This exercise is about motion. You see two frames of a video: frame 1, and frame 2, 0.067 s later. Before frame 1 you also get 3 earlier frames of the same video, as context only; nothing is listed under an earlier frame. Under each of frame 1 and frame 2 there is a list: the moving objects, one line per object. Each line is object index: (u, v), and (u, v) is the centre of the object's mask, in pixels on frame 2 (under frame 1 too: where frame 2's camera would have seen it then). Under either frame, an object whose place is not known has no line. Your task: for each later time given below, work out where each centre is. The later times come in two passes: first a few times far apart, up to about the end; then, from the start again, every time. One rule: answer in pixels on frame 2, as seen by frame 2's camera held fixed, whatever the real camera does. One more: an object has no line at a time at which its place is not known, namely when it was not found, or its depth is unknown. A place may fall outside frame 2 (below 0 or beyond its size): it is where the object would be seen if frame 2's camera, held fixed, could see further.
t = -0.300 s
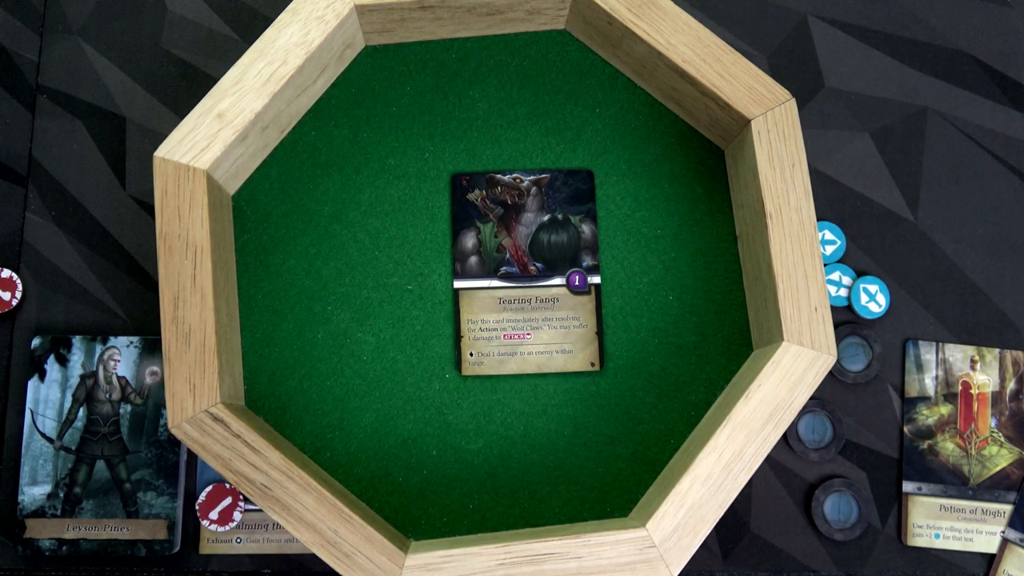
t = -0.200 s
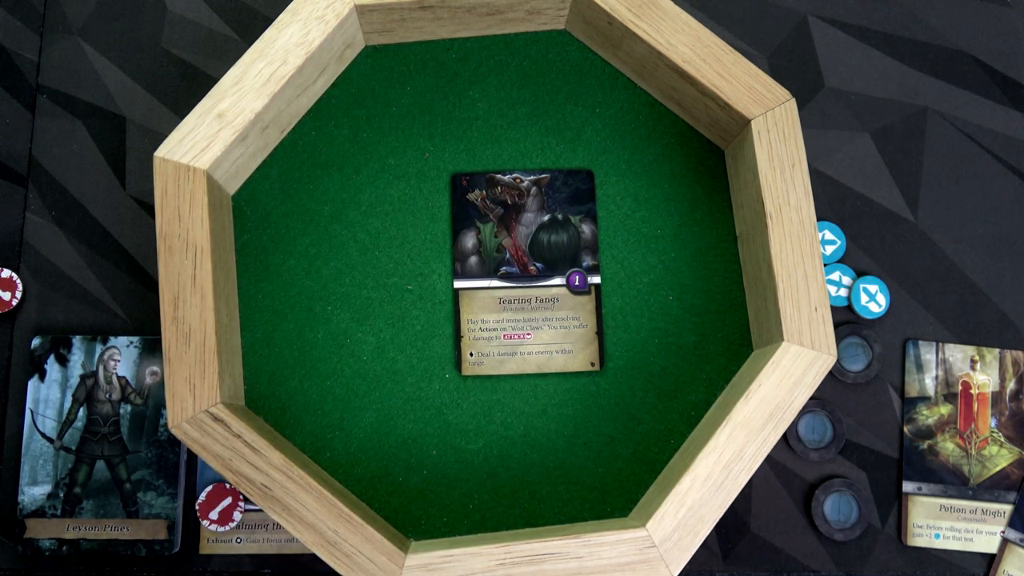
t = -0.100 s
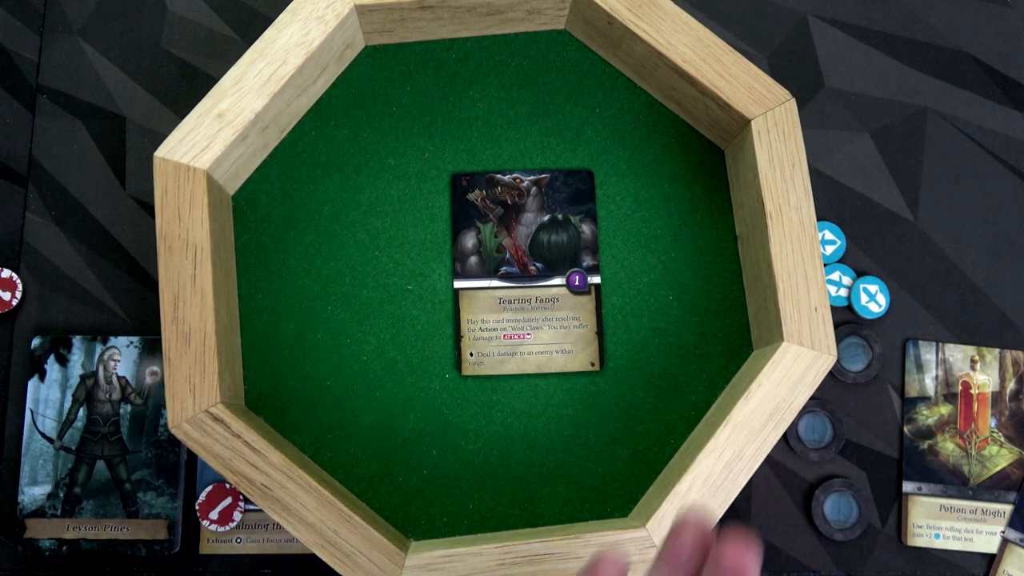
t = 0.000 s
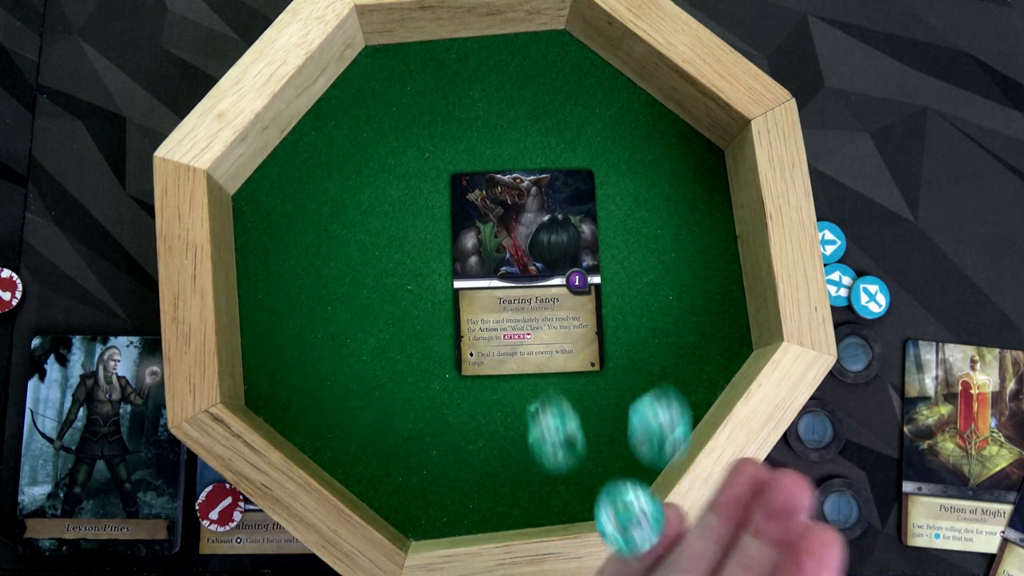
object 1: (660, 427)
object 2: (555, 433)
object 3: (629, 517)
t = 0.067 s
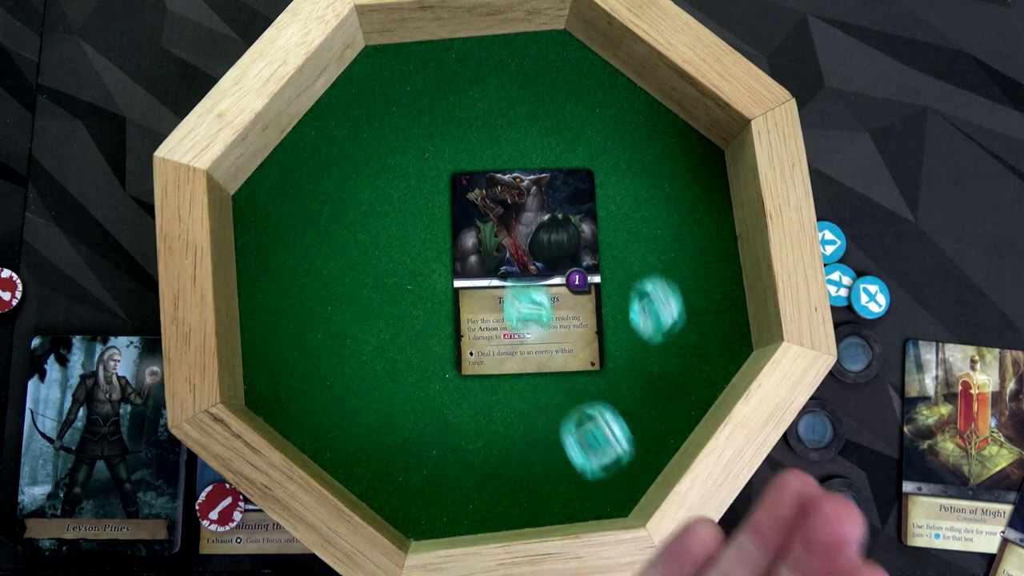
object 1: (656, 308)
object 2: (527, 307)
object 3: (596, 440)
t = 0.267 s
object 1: (561, 73)
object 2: (464, 84)
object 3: (478, 226)
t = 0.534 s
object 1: (548, 210)
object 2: (462, 66)
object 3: (400, 91)
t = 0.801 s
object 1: (552, 238)
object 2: (462, 66)
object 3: (402, 150)
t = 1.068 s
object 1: (552, 238)
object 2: (462, 66)
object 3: (402, 150)
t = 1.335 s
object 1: (552, 238)
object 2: (462, 66)
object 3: (402, 150)
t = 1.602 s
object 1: (552, 238)
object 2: (462, 66)
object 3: (402, 150)
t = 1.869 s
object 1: (552, 238)
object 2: (462, 66)
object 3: (402, 150)
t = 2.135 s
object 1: (552, 238)
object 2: (462, 66)
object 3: (402, 150)
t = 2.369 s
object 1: (552, 238)
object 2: (462, 66)
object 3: (402, 150)
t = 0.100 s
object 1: (651, 266)
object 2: (516, 257)
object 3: (576, 406)
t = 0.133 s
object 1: (641, 226)
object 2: (502, 210)
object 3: (556, 377)
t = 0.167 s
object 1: (625, 187)
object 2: (489, 169)
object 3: (534, 352)
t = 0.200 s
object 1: (605, 147)
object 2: (478, 132)
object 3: (516, 308)
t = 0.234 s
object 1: (581, 110)
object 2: (471, 104)
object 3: (497, 263)
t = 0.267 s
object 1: (561, 73)
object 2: (464, 84)
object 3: (478, 226)
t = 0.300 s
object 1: (545, 51)
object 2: (460, 71)
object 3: (461, 193)
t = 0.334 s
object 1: (542, 81)
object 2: (458, 68)
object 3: (448, 154)
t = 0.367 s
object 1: (538, 109)
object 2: (458, 68)
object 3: (436, 120)
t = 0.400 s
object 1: (540, 134)
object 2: (460, 67)
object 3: (426, 88)
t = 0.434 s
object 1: (540, 159)
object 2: (461, 66)
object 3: (417, 72)
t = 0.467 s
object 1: (543, 179)
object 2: (462, 66)
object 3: (406, 59)
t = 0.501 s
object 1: (546, 199)
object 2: (462, 66)
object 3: (402, 78)
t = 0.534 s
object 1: (548, 210)
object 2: (462, 66)
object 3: (400, 91)
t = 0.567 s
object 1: (549, 222)
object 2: (462, 66)
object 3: (399, 103)
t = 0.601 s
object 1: (549, 230)
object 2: (462, 66)
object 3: (404, 114)
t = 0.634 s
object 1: (550, 234)
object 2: (462, 66)
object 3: (406, 124)
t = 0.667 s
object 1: (551, 237)
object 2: (462, 66)
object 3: (407, 136)
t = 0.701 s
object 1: (552, 238)
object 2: (462, 66)
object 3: (403, 146)
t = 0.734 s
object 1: (552, 238)
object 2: (462, 66)
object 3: (402, 150)
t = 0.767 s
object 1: (552, 238)
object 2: (462, 66)
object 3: (402, 150)
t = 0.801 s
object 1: (552, 238)
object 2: (462, 66)
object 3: (402, 150)
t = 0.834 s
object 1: (552, 238)
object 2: (462, 66)
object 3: (402, 150)
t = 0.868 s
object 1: (552, 238)
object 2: (462, 66)
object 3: (402, 150)
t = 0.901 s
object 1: (552, 238)
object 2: (462, 66)
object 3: (402, 150)
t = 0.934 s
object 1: (552, 238)
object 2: (462, 66)
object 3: (402, 150)
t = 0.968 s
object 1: (552, 238)
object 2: (462, 66)
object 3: (403, 150)
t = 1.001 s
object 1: (552, 238)
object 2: (462, 66)
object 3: (402, 150)
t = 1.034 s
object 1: (552, 238)
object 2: (462, 66)
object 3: (402, 150)
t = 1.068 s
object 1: (552, 238)
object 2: (462, 66)
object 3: (402, 150)
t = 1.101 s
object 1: (552, 238)
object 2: (462, 66)
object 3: (402, 150)
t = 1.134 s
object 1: (552, 238)
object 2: (462, 66)
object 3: (402, 150)
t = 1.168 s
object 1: (552, 238)
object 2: (462, 66)
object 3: (402, 150)
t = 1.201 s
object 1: (552, 238)
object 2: (462, 66)
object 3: (402, 150)
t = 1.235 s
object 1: (552, 238)
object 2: (462, 66)
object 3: (402, 150)
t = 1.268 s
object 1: (552, 238)
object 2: (462, 66)
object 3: (402, 150)
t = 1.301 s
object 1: (552, 238)
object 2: (462, 65)
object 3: (402, 150)
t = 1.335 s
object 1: (552, 238)
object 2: (462, 66)
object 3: (402, 150)
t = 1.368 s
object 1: (552, 238)
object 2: (462, 66)
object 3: (402, 150)
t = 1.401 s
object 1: (552, 238)
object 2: (462, 66)
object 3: (402, 150)
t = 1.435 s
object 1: (552, 238)
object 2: (462, 66)
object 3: (402, 150)
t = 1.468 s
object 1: (552, 238)
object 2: (462, 66)
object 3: (402, 150)
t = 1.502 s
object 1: (552, 238)
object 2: (462, 66)
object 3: (402, 150)
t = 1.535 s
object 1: (552, 238)
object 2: (462, 66)
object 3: (402, 150)
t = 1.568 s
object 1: (552, 238)
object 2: (462, 66)
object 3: (402, 150)
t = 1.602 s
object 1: (552, 238)
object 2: (462, 66)
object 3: (402, 150)
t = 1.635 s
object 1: (552, 238)
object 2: (462, 66)
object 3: (402, 150)
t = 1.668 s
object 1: (552, 238)
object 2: (462, 66)
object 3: (402, 150)
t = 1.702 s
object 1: (552, 238)
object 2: (462, 66)
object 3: (402, 150)
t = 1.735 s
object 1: (552, 238)
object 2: (462, 66)
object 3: (402, 150)
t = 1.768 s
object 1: (552, 238)
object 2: (462, 66)
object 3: (402, 150)
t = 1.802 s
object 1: (552, 238)
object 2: (462, 66)
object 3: (402, 150)
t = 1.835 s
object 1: (552, 238)
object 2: (462, 66)
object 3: (402, 150)
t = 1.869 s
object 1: (552, 238)
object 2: (462, 66)
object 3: (402, 150)
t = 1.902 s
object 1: (552, 238)
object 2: (462, 66)
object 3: (402, 150)
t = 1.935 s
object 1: (552, 238)
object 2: (462, 66)
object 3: (402, 150)
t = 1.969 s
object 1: (552, 238)
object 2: (462, 66)
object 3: (402, 150)
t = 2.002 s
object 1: (552, 238)
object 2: (462, 66)
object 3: (403, 150)
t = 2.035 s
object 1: (552, 238)
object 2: (462, 66)
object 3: (402, 150)
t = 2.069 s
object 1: (552, 238)
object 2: (462, 66)
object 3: (402, 150)
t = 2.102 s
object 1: (552, 238)
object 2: (462, 66)
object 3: (402, 150)
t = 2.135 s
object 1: (552, 238)
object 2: (462, 66)
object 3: (402, 150)
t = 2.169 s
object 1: (552, 238)
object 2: (462, 66)
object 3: (402, 150)
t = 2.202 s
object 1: (552, 238)
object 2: (462, 66)
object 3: (402, 150)
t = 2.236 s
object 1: (552, 238)
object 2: (462, 66)
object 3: (402, 150)
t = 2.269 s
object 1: (552, 238)
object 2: (462, 66)
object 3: (402, 150)
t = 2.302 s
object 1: (552, 238)
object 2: (462, 66)
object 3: (402, 150)
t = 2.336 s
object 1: (552, 238)
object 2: (462, 66)
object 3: (402, 150)
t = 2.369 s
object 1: (552, 238)
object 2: (462, 66)
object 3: (402, 150)
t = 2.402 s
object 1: (552, 238)
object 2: (462, 66)
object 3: (402, 150)
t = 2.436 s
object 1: (552, 238)
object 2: (462, 66)
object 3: (402, 150)
